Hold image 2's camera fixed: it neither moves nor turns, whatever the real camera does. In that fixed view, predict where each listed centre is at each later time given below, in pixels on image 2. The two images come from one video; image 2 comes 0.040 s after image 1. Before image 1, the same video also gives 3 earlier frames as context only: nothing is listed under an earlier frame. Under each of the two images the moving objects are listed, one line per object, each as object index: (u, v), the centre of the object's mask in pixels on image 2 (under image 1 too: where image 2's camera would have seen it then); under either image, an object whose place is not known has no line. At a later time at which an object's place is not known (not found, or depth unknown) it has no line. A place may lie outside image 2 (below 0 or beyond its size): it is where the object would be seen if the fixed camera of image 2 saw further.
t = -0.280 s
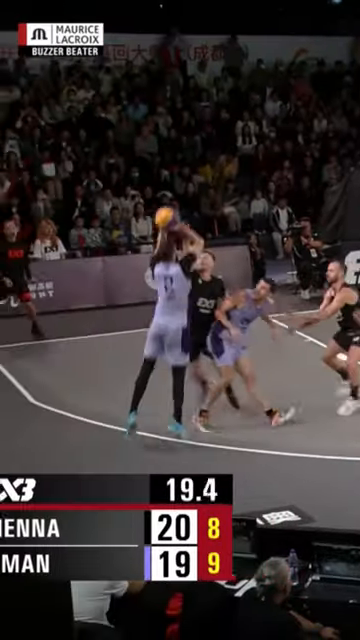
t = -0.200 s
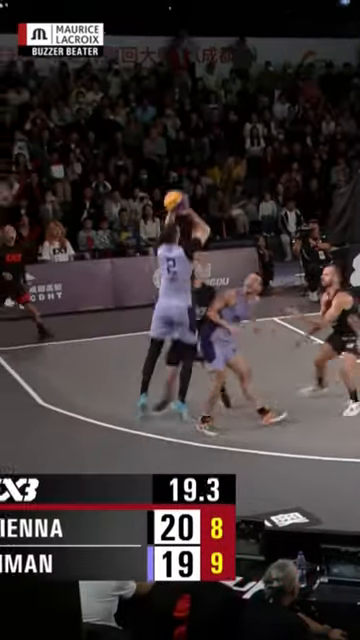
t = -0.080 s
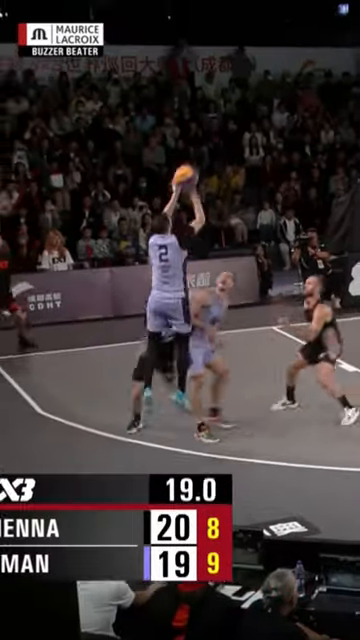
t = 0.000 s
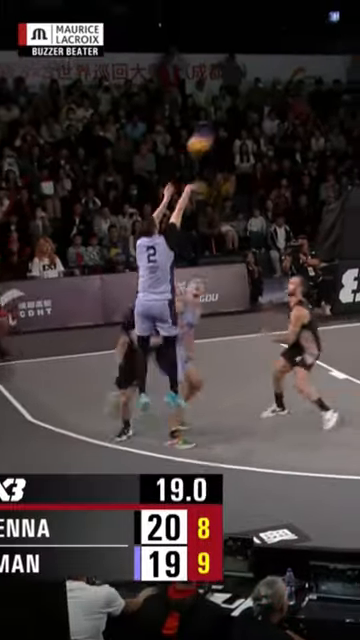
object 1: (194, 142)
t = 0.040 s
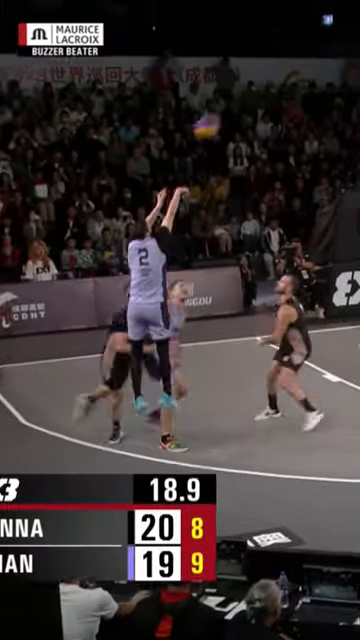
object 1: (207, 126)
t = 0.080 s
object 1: (220, 108)
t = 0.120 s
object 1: (232, 92)
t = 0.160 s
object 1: (242, 76)
